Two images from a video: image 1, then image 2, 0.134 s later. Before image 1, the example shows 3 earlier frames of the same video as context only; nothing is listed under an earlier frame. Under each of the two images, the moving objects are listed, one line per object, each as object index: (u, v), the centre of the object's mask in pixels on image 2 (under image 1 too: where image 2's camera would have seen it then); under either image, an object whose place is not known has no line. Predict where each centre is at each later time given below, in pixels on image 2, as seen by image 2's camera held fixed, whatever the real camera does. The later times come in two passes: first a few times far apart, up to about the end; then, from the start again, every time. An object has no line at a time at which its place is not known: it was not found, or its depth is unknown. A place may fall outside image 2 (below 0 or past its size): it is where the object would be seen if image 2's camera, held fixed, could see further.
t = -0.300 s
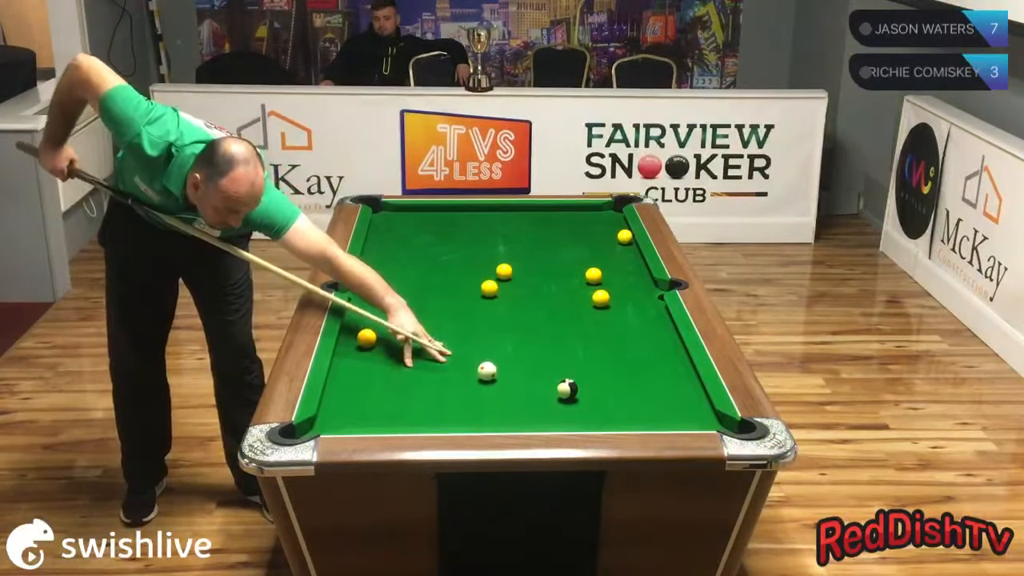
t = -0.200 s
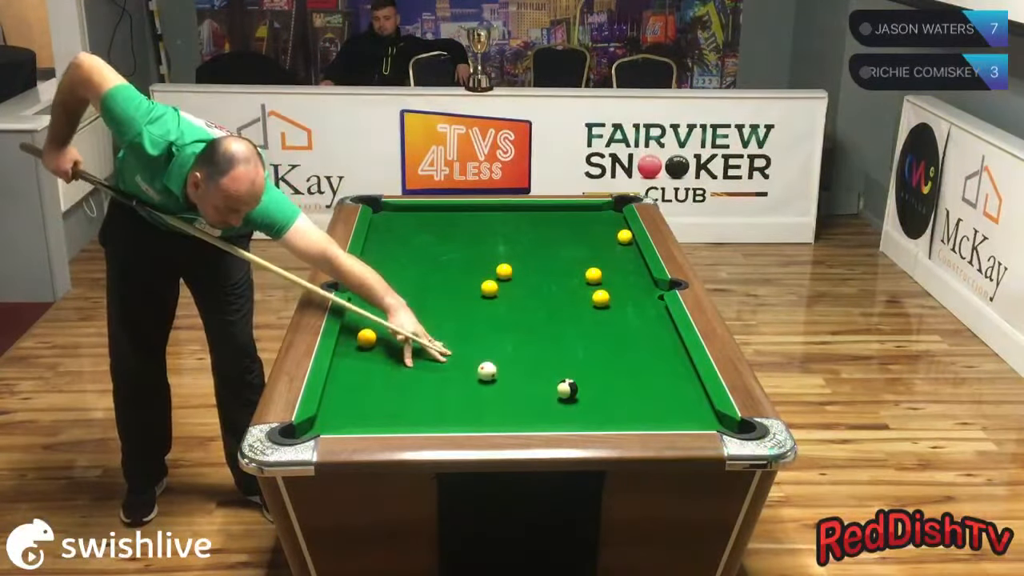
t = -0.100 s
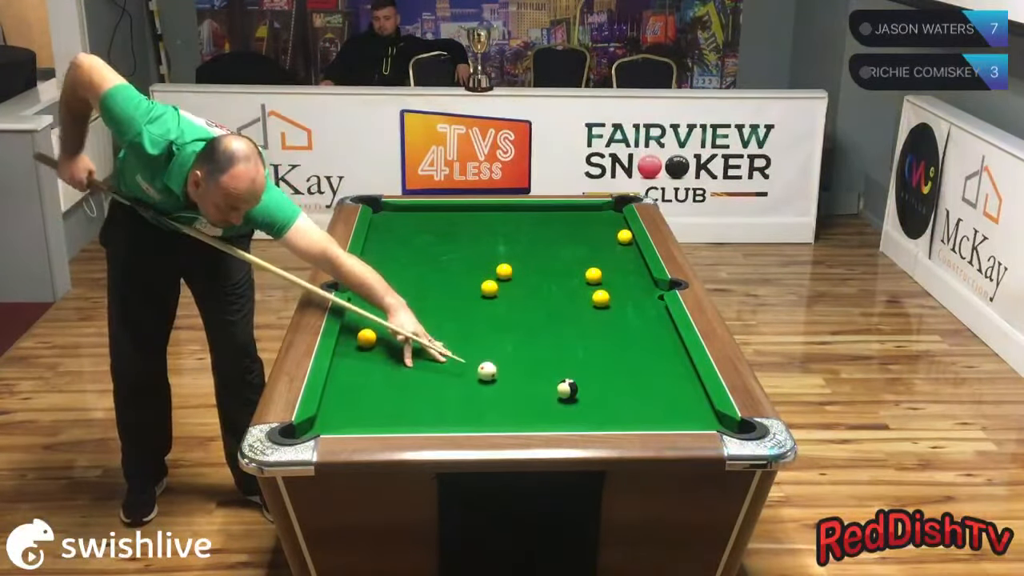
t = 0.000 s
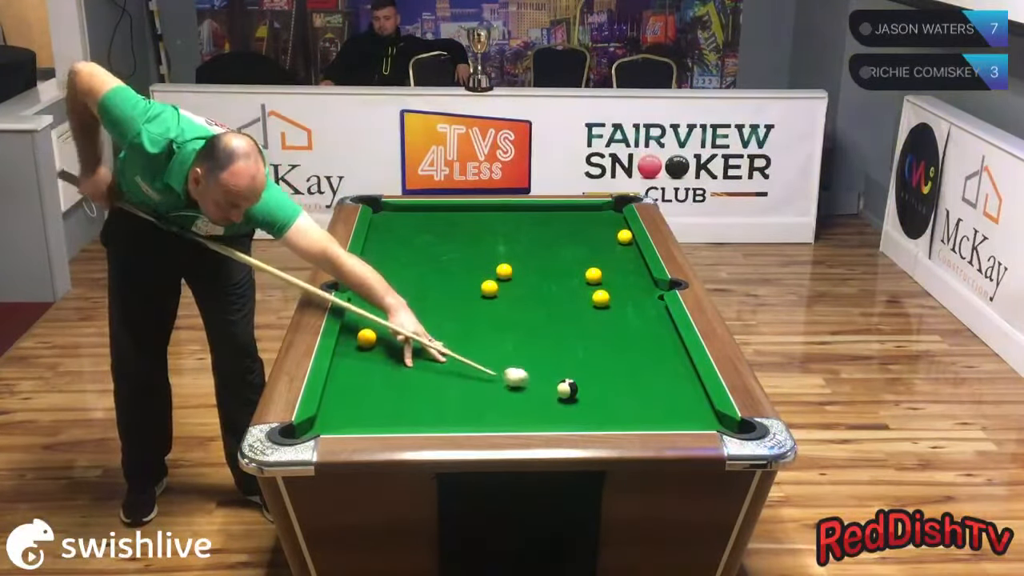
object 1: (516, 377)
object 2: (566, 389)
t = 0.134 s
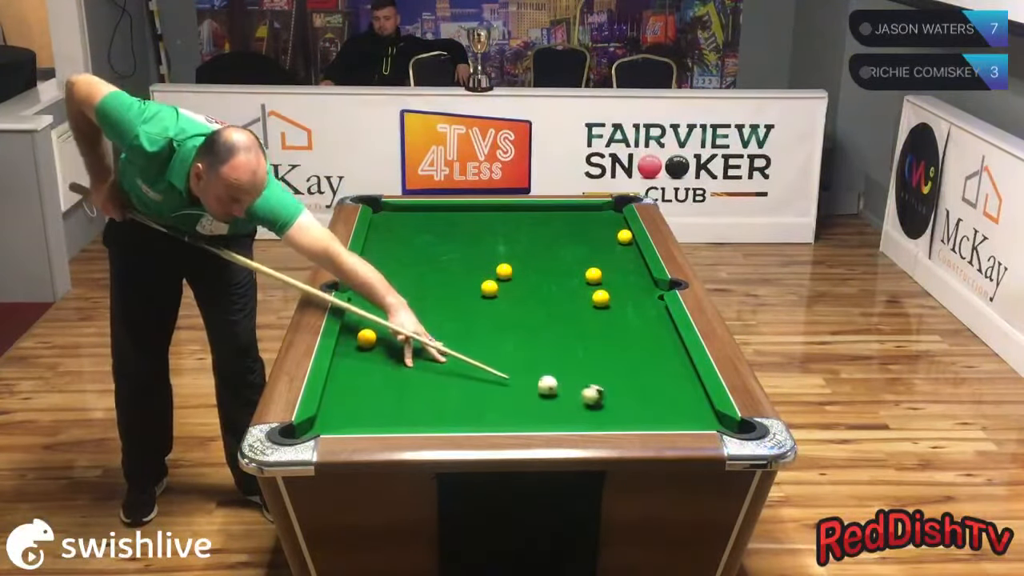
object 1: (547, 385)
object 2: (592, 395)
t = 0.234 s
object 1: (546, 385)
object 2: (625, 403)
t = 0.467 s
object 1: (546, 384)
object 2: (695, 417)
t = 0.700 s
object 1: (546, 384)
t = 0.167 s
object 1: (547, 385)
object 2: (604, 398)
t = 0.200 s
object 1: (547, 385)
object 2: (615, 401)
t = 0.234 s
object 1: (546, 385)
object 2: (625, 403)
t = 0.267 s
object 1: (546, 385)
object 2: (635, 405)
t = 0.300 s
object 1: (546, 385)
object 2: (644, 408)
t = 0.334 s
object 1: (546, 385)
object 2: (654, 410)
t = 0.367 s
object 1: (546, 385)
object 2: (665, 412)
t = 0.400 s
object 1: (546, 384)
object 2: (676, 414)
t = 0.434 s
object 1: (546, 384)
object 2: (686, 415)
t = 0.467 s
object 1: (546, 384)
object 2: (695, 417)
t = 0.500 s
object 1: (546, 384)
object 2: (706, 419)
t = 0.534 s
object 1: (546, 384)
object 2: (713, 422)
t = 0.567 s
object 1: (545, 384)
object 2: (723, 424)
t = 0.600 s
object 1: (546, 384)
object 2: (735, 428)
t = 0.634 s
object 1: (545, 384)
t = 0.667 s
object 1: (545, 384)
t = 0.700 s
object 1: (546, 384)
